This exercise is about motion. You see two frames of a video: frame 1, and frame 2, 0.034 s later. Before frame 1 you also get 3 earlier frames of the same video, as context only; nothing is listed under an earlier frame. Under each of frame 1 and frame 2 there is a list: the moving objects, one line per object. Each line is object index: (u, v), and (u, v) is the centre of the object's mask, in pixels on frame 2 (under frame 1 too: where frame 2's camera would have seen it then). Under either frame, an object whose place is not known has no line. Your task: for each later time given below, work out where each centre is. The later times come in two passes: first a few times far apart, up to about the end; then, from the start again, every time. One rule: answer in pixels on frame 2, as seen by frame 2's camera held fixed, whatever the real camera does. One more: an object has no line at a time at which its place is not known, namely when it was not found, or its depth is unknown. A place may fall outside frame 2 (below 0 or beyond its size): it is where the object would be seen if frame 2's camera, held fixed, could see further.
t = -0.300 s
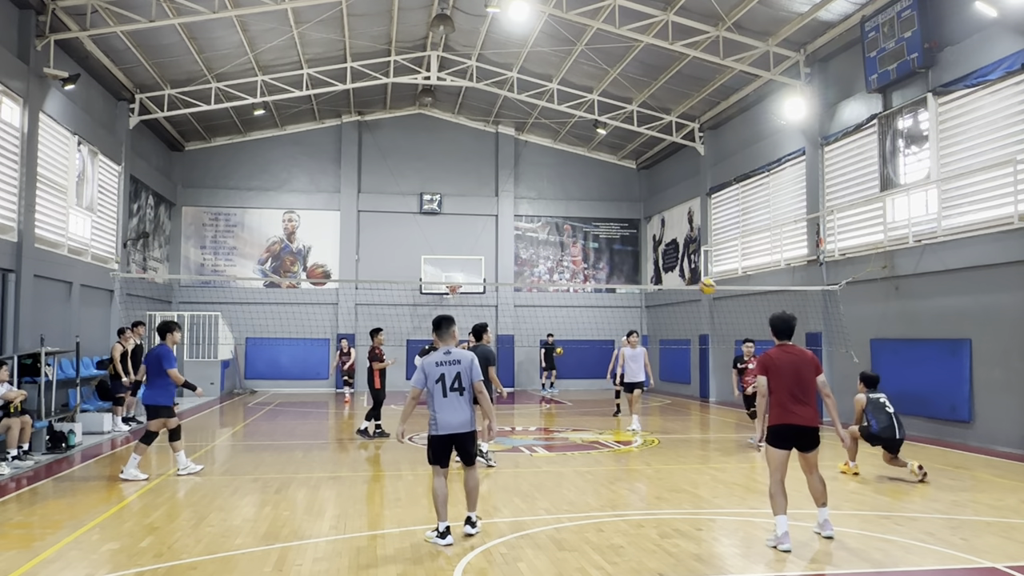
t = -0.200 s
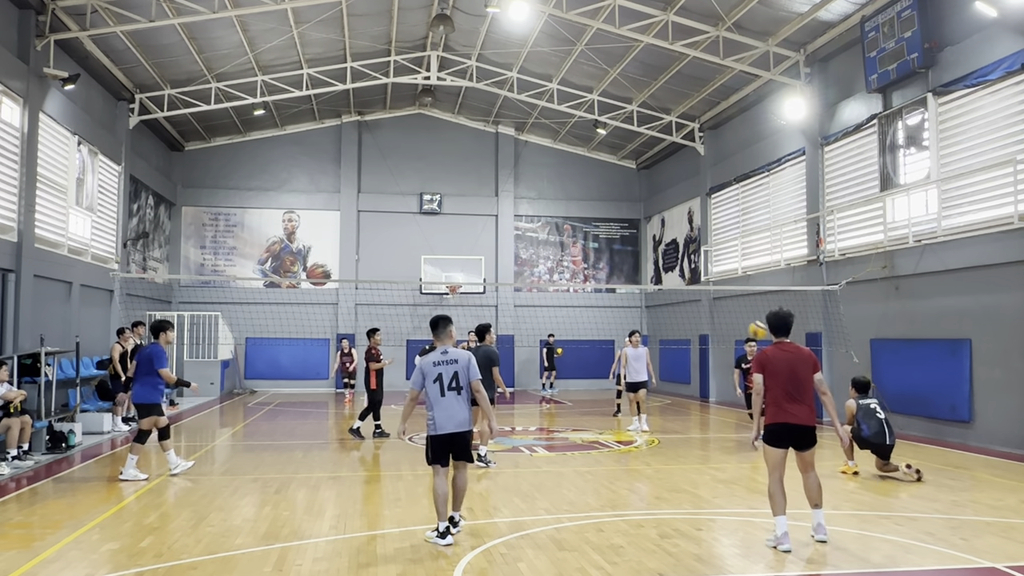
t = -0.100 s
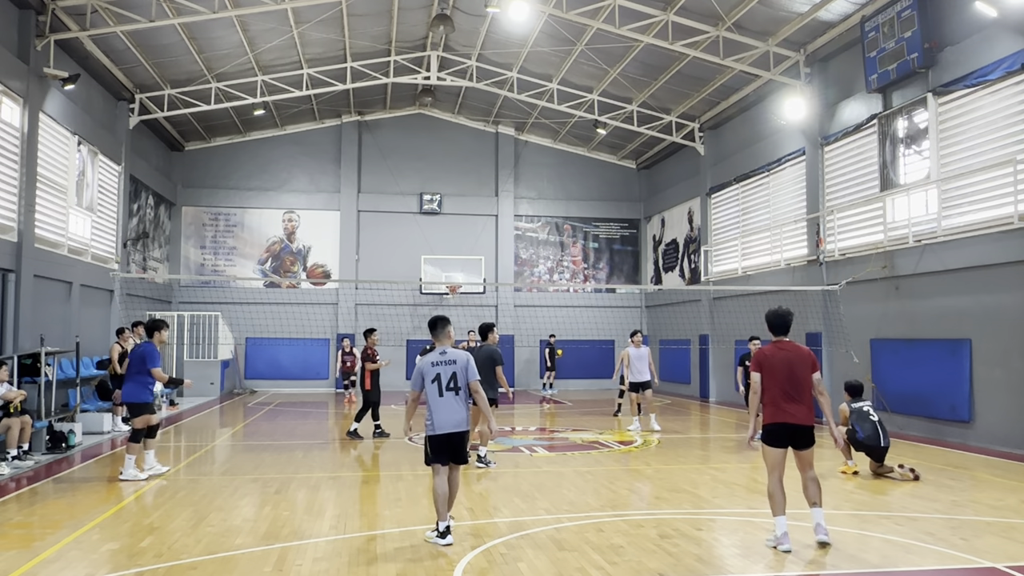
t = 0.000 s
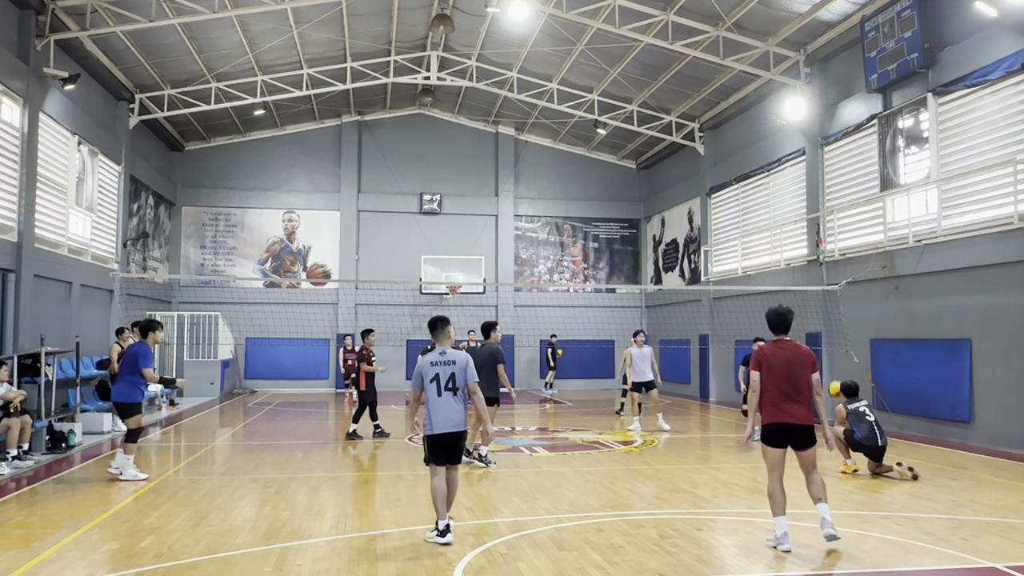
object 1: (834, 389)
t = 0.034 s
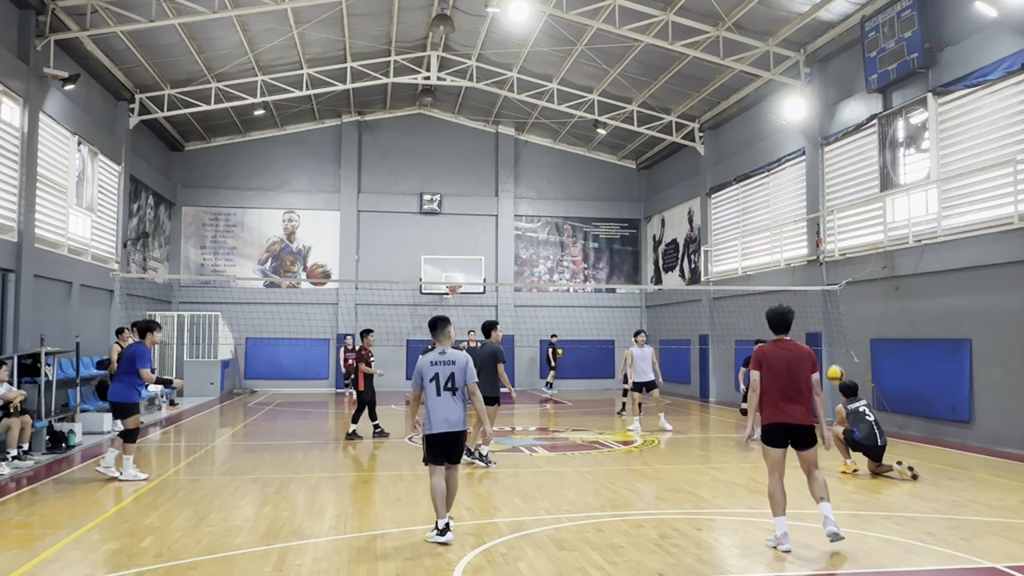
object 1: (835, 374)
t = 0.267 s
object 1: (823, 297)
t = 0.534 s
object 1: (812, 265)
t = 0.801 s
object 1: (804, 283)
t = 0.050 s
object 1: (834, 367)
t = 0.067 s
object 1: (833, 360)
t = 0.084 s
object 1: (831, 352)
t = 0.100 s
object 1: (831, 346)
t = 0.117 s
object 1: (830, 340)
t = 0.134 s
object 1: (829, 334)
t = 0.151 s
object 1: (829, 329)
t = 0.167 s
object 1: (828, 323)
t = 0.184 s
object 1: (827, 318)
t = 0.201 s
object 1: (826, 313)
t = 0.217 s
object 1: (825, 308)
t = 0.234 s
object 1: (824, 304)
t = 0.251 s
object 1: (823, 300)
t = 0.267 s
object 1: (823, 297)
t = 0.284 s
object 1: (822, 293)
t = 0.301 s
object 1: (822, 289)
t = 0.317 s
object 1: (821, 286)
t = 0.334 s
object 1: (820, 283)
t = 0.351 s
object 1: (819, 281)
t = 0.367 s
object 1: (819, 278)
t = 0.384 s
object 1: (818, 276)
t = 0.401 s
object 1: (817, 274)
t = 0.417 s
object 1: (817, 272)
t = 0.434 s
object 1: (816, 270)
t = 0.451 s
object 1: (815, 269)
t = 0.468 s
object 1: (814, 268)
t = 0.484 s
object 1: (814, 266)
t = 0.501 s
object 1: (813, 266)
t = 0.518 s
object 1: (813, 265)
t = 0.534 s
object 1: (812, 265)
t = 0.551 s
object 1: (812, 265)
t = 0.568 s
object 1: (811, 265)
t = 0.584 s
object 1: (810, 265)
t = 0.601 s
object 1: (810, 266)
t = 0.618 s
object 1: (809, 266)
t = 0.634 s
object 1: (809, 267)
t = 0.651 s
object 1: (809, 267)
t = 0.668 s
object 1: (808, 269)
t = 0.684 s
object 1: (807, 270)
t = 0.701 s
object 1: (807, 271)
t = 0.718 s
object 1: (806, 273)
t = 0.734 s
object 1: (806, 274)
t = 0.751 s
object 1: (806, 276)
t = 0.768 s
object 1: (805, 279)
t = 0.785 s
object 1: (805, 281)
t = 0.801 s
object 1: (804, 283)
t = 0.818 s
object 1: (804, 286)
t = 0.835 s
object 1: (803, 288)
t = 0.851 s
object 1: (802, 291)
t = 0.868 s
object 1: (803, 294)
